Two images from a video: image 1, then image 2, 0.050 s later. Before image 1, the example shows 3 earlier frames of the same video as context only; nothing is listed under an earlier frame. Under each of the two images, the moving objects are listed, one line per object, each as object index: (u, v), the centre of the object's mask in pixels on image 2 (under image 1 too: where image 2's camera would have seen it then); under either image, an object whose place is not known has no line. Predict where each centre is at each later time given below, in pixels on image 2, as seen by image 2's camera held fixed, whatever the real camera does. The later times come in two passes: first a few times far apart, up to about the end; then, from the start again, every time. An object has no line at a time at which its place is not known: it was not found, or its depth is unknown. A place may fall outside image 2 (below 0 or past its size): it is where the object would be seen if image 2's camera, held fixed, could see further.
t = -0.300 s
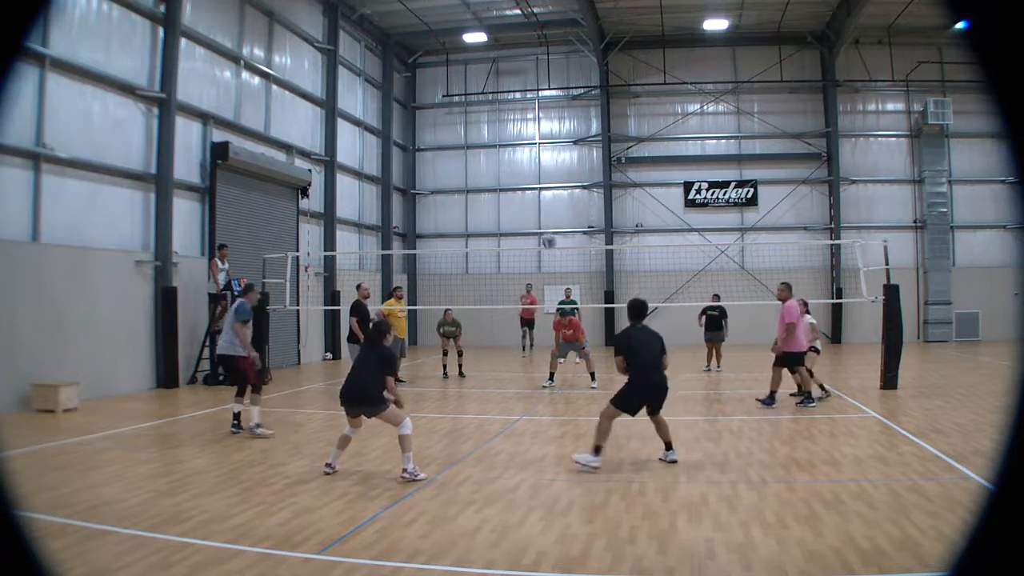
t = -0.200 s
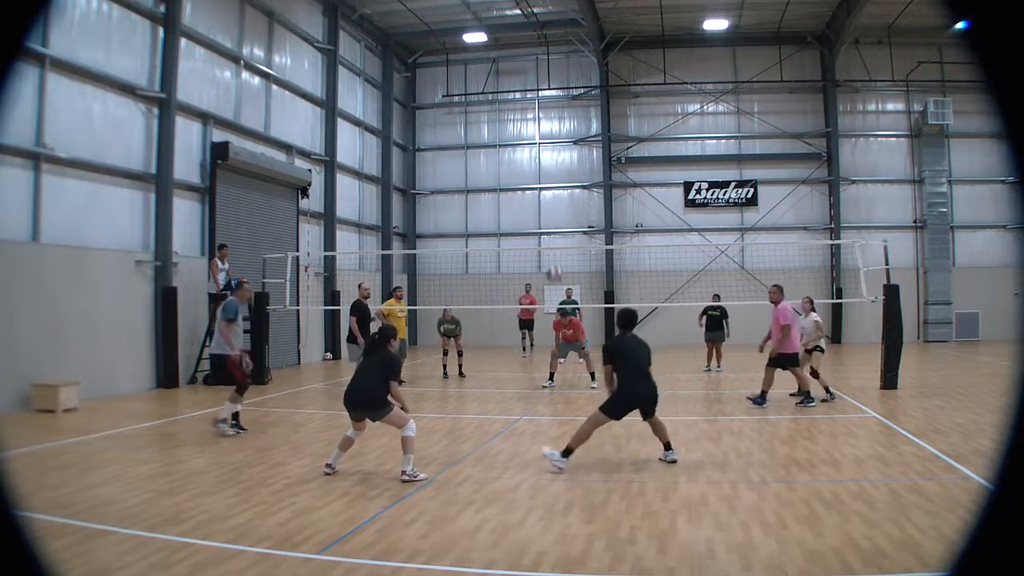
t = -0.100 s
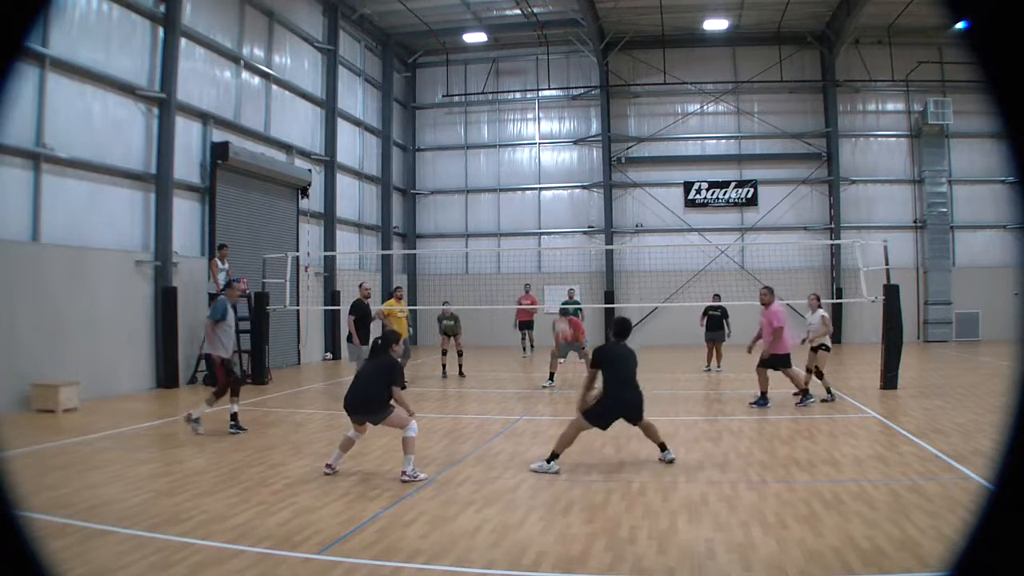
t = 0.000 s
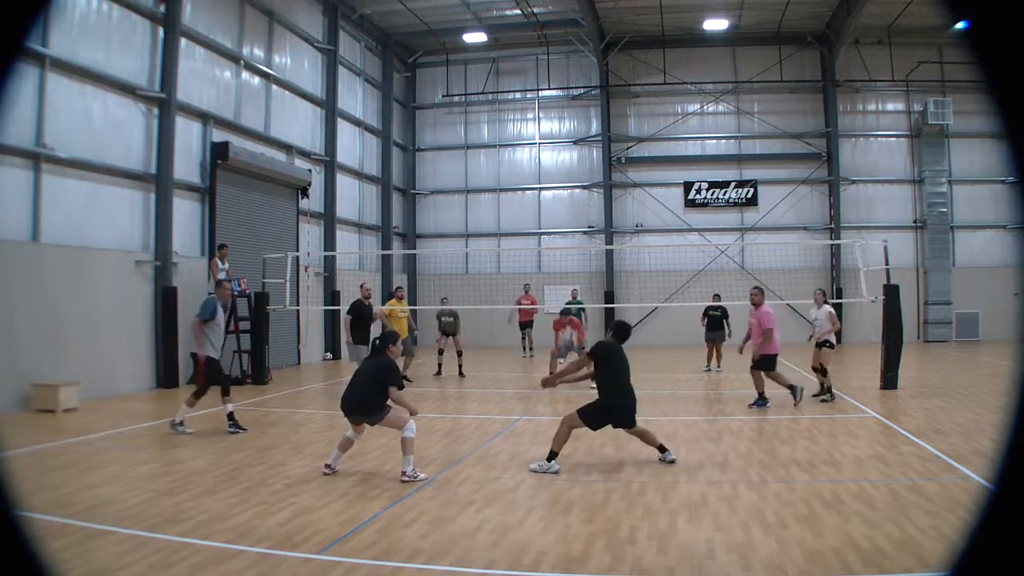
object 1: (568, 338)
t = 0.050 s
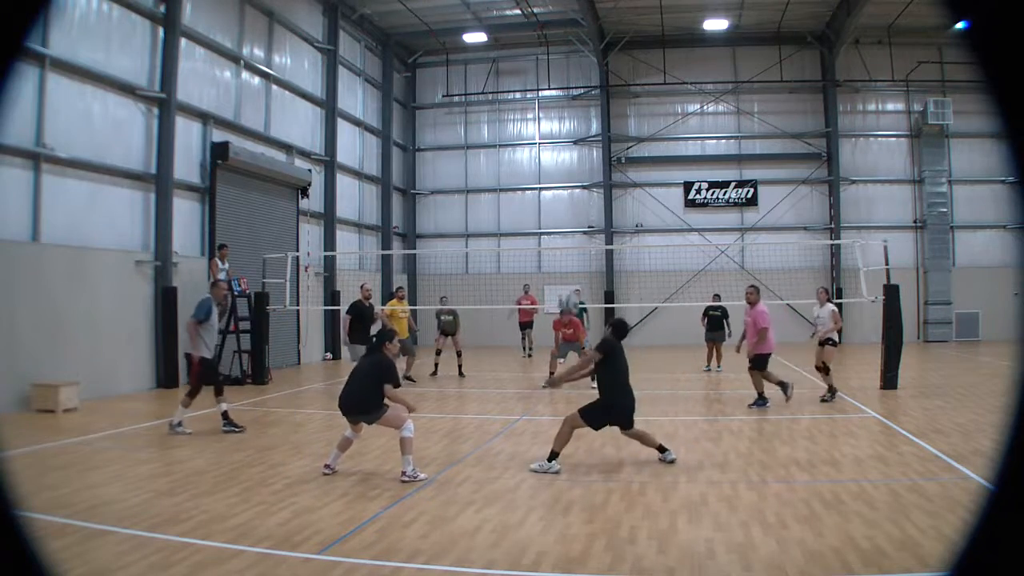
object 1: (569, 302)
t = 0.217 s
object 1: (571, 204)
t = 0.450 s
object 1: (576, 128)
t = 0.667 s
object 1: (583, 105)
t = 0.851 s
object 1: (588, 115)
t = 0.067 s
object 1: (568, 292)
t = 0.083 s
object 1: (569, 280)
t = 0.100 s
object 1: (569, 270)
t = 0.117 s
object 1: (569, 260)
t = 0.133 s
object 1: (569, 249)
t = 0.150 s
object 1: (569, 239)
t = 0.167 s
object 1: (570, 230)
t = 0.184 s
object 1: (571, 221)
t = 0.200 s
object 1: (570, 213)
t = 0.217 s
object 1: (571, 204)
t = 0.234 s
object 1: (572, 196)
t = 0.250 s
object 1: (572, 188)
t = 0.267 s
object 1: (572, 182)
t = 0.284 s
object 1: (573, 176)
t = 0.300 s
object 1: (573, 170)
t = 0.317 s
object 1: (573, 164)
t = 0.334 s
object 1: (573, 159)
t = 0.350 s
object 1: (574, 153)
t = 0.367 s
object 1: (575, 147)
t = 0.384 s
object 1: (576, 143)
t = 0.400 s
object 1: (576, 139)
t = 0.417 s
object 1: (576, 135)
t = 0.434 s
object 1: (576, 132)
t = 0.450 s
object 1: (576, 128)
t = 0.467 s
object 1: (577, 124)
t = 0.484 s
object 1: (578, 121)
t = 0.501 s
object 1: (578, 119)
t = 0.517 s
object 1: (578, 117)
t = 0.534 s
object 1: (579, 114)
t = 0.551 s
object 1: (580, 112)
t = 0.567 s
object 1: (580, 110)
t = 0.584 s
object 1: (581, 108)
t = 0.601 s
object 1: (581, 108)
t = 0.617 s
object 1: (581, 106)
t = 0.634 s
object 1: (582, 106)
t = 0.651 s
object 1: (583, 106)
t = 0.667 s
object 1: (583, 105)
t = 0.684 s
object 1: (583, 104)
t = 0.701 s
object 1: (584, 105)
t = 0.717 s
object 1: (584, 106)
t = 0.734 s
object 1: (584, 106)
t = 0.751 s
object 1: (585, 106)
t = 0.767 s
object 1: (586, 108)
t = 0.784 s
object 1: (586, 108)
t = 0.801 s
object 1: (587, 110)
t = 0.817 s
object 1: (588, 111)
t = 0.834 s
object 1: (588, 113)
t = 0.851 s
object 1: (588, 115)
